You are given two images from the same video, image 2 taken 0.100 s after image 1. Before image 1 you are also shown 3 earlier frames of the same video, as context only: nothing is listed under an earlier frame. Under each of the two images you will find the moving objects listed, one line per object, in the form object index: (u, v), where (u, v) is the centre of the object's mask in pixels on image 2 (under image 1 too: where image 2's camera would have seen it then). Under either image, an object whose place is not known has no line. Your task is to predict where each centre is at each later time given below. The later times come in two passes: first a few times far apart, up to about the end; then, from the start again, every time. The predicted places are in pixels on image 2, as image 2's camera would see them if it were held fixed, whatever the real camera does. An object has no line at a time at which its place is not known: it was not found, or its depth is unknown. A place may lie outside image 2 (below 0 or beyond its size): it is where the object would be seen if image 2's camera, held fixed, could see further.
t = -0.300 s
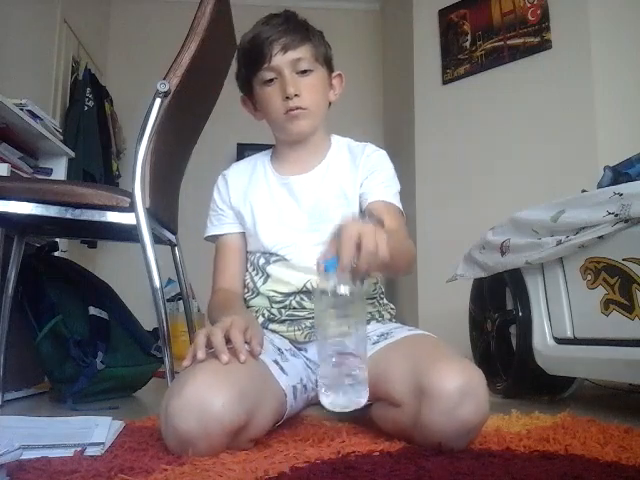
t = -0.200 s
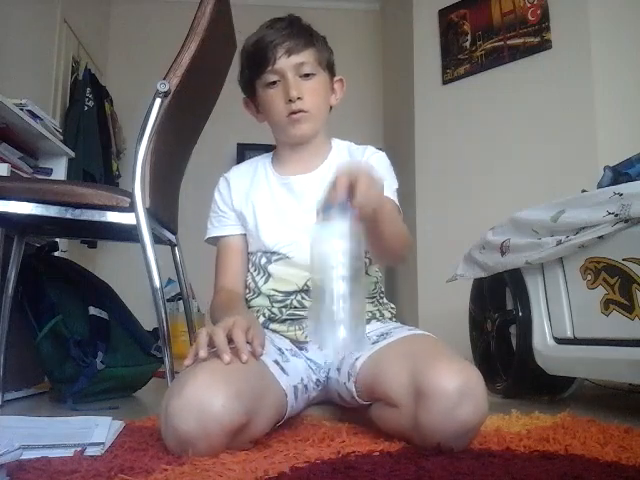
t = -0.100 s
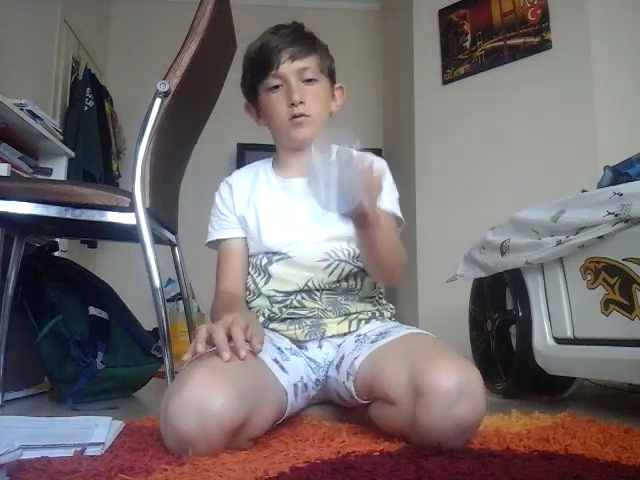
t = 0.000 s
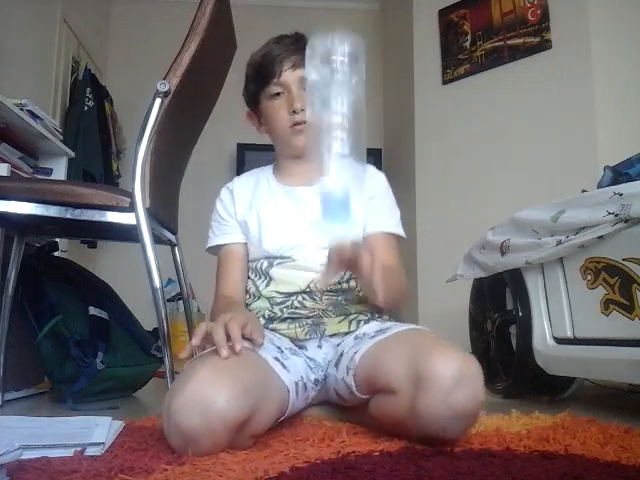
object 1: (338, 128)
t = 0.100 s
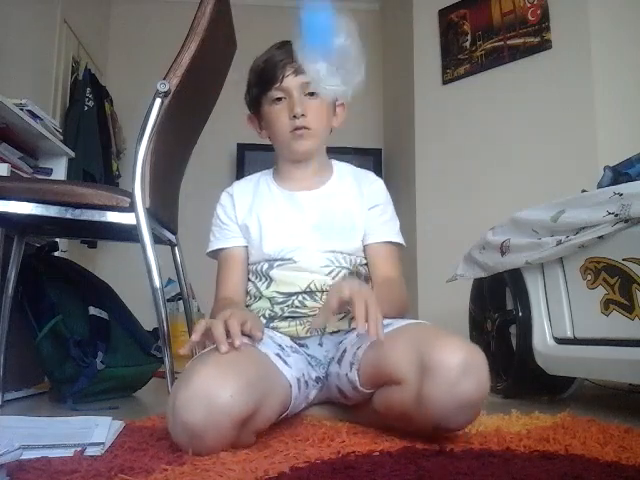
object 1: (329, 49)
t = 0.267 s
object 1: (330, 208)
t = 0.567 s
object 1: (352, 398)
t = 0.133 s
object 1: (329, 57)
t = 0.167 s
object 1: (330, 76)
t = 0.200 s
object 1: (328, 99)
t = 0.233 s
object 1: (328, 141)
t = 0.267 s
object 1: (330, 208)
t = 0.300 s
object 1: (330, 300)
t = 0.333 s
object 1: (329, 390)
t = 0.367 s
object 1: (330, 397)
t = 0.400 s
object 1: (335, 396)
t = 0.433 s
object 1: (339, 397)
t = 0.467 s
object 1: (342, 396)
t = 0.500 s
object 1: (345, 398)
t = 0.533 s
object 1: (348, 398)
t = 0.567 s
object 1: (352, 398)
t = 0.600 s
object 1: (354, 402)
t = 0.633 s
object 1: (356, 403)
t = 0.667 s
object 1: (356, 405)
